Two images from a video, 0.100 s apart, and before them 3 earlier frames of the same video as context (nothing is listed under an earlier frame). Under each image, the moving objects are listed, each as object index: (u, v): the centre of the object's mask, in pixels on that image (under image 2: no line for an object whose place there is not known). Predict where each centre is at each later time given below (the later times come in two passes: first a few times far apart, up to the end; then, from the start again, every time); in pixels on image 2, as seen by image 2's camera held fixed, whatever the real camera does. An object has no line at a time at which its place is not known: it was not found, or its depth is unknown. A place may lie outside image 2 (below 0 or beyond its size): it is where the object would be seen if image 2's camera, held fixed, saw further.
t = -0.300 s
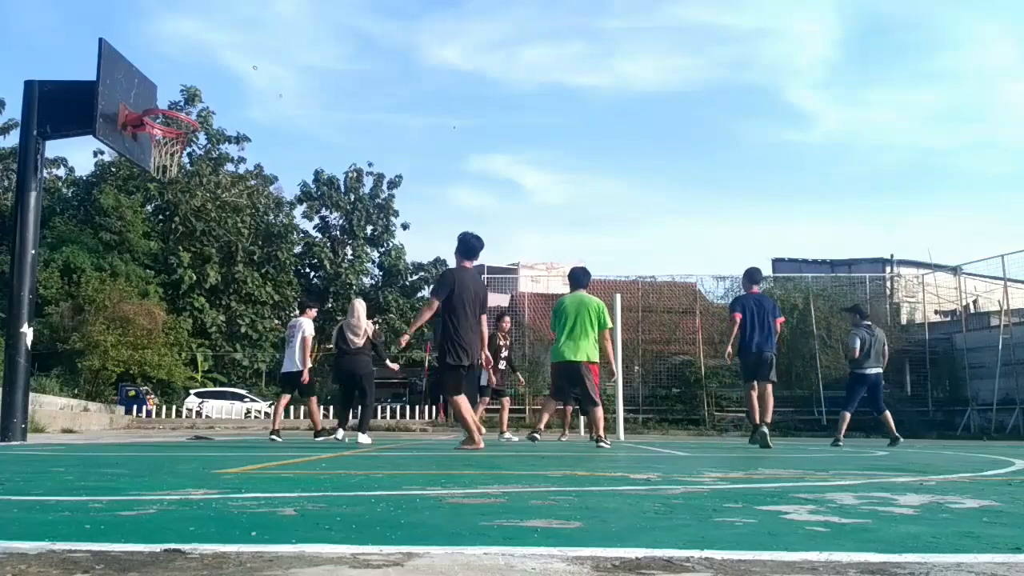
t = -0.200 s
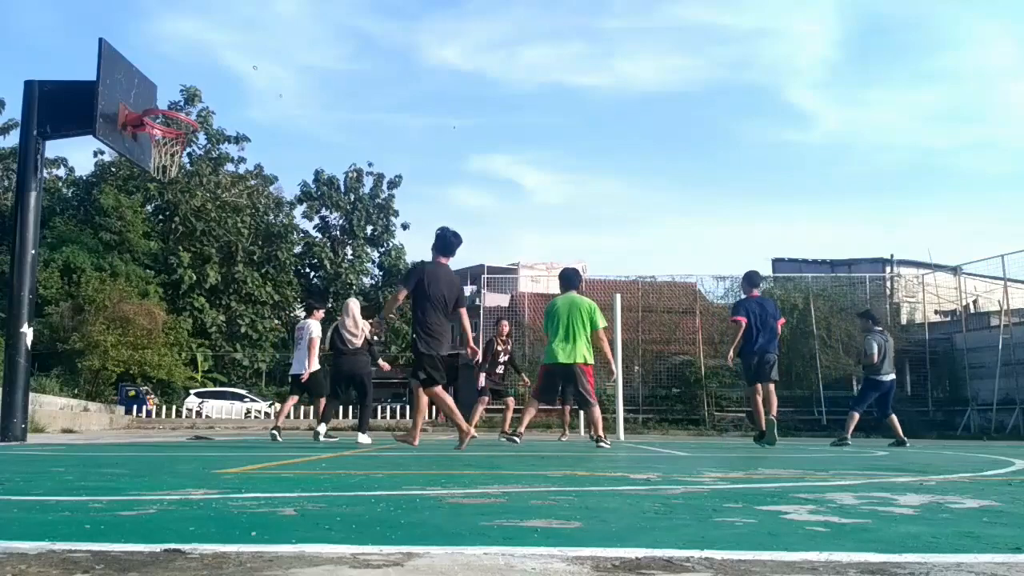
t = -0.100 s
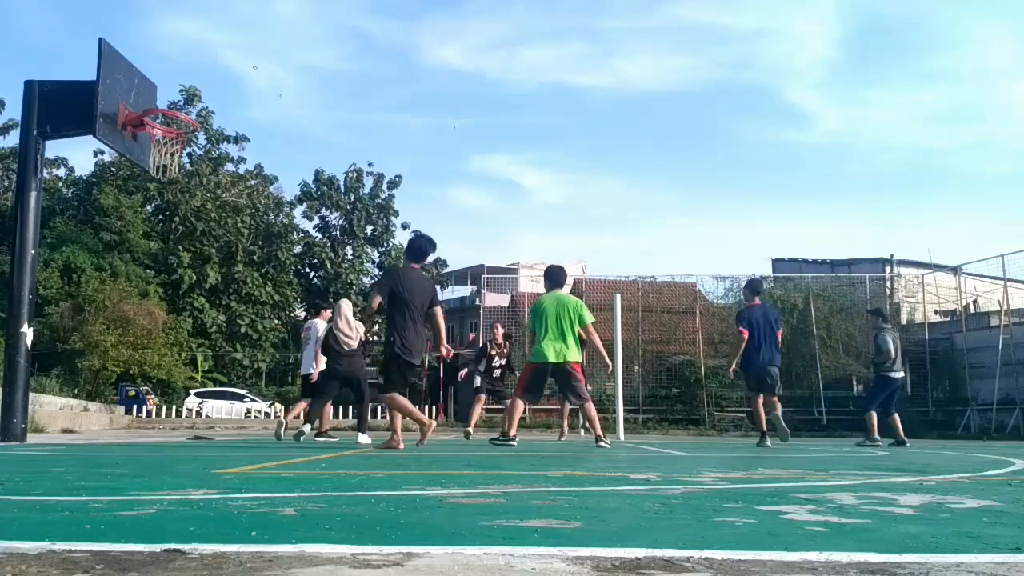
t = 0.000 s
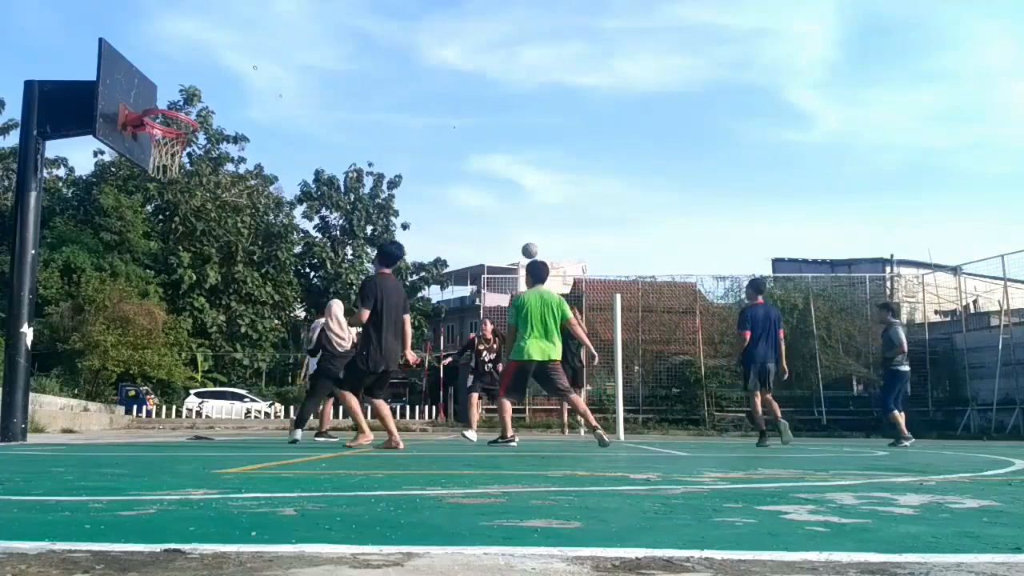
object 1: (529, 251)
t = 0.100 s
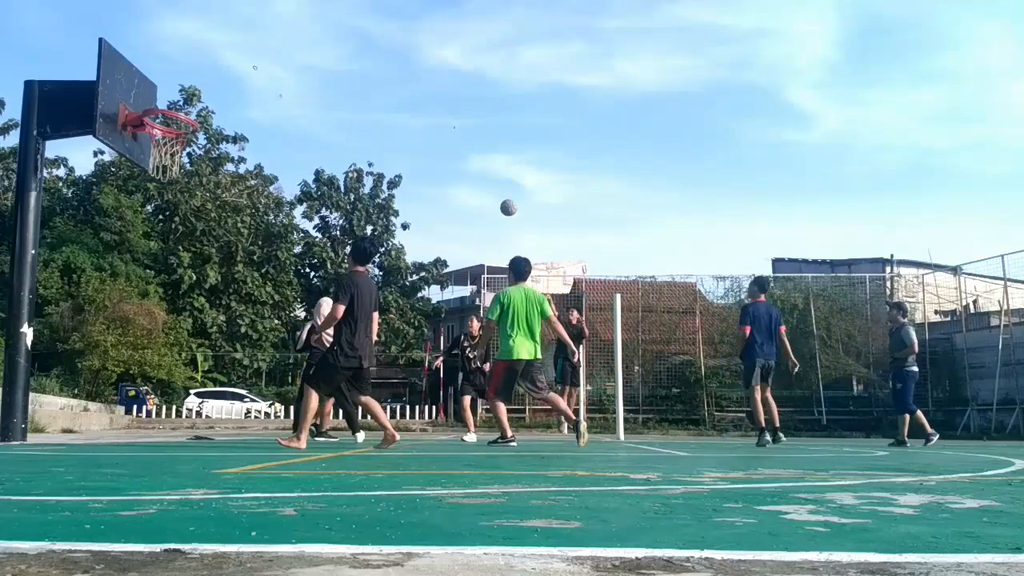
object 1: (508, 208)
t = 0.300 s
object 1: (462, 134)
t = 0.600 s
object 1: (379, 61)
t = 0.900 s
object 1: (271, 50)
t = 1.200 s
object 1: (152, 102)
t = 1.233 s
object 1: (144, 104)
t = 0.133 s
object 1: (501, 194)
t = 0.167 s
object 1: (493, 181)
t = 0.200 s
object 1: (486, 168)
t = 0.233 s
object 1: (478, 157)
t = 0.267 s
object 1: (470, 145)
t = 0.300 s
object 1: (462, 134)
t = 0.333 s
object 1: (454, 123)
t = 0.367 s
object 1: (445, 113)
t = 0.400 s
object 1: (436, 104)
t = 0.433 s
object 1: (427, 95)
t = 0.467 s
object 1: (418, 87)
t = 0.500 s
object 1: (409, 79)
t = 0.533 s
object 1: (399, 72)
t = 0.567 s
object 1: (389, 66)
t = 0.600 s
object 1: (379, 61)
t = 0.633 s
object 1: (369, 56)
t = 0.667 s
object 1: (358, 52)
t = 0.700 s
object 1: (346, 49)
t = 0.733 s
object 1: (335, 47)
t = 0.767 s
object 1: (323, 45)
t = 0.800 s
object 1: (311, 45)
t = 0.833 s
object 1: (298, 46)
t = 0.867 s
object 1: (285, 47)
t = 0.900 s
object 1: (271, 50)
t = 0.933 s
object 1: (257, 54)
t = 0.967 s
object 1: (243, 59)
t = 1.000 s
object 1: (227, 66)
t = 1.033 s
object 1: (211, 73)
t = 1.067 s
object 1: (194, 82)
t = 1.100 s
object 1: (177, 94)
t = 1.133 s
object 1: (166, 100)
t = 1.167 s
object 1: (159, 101)
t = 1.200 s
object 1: (152, 102)
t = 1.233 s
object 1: (144, 104)
